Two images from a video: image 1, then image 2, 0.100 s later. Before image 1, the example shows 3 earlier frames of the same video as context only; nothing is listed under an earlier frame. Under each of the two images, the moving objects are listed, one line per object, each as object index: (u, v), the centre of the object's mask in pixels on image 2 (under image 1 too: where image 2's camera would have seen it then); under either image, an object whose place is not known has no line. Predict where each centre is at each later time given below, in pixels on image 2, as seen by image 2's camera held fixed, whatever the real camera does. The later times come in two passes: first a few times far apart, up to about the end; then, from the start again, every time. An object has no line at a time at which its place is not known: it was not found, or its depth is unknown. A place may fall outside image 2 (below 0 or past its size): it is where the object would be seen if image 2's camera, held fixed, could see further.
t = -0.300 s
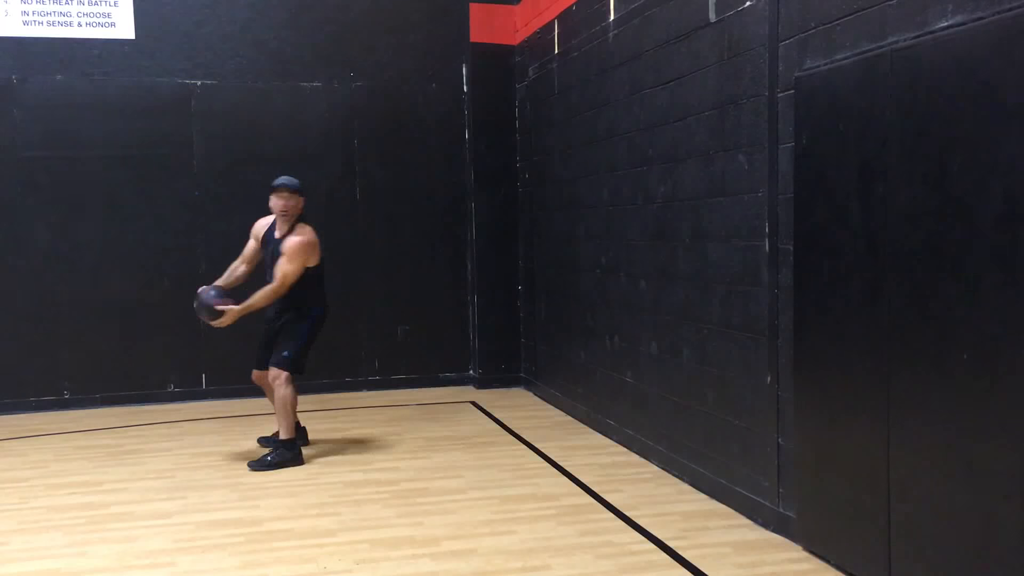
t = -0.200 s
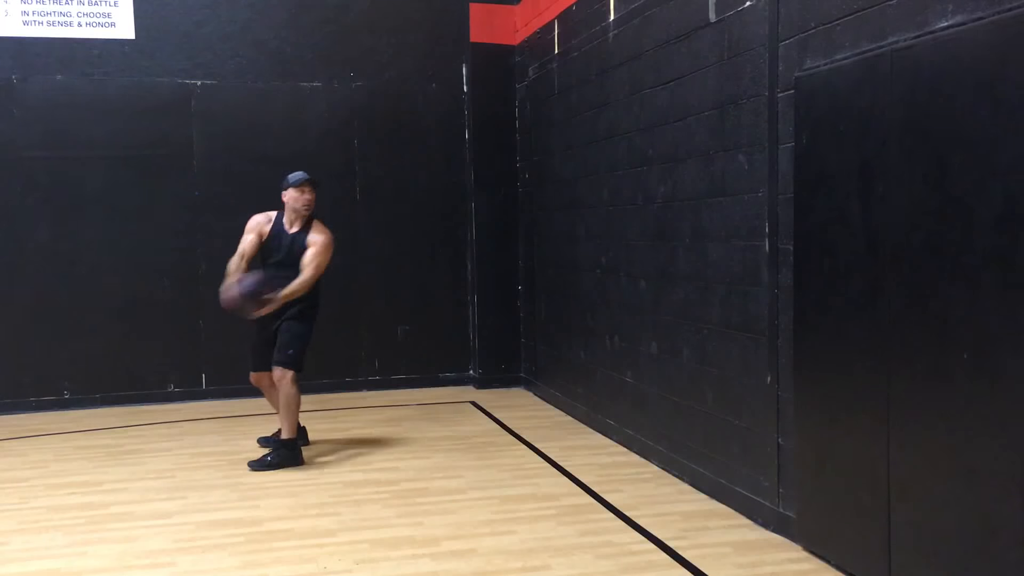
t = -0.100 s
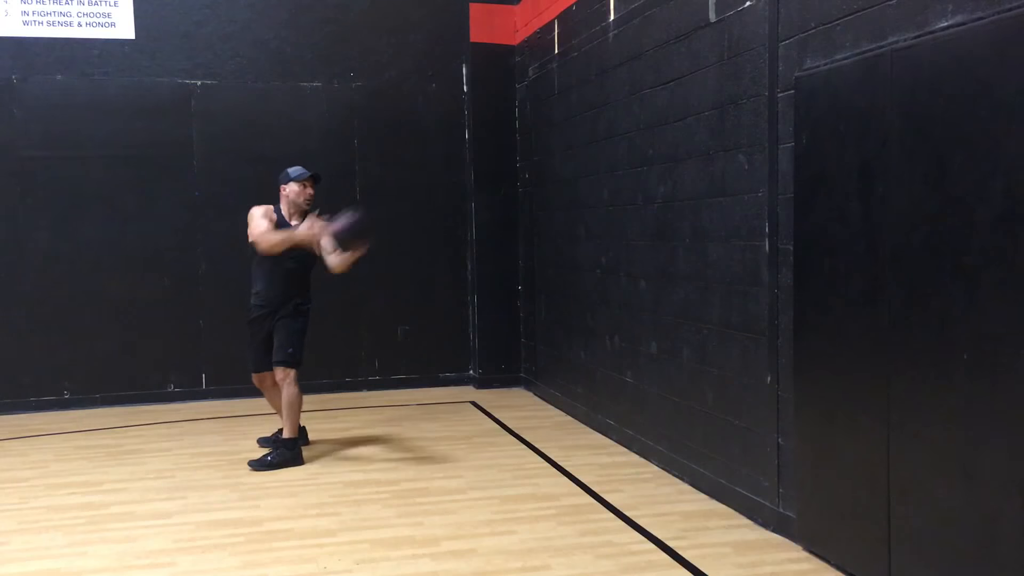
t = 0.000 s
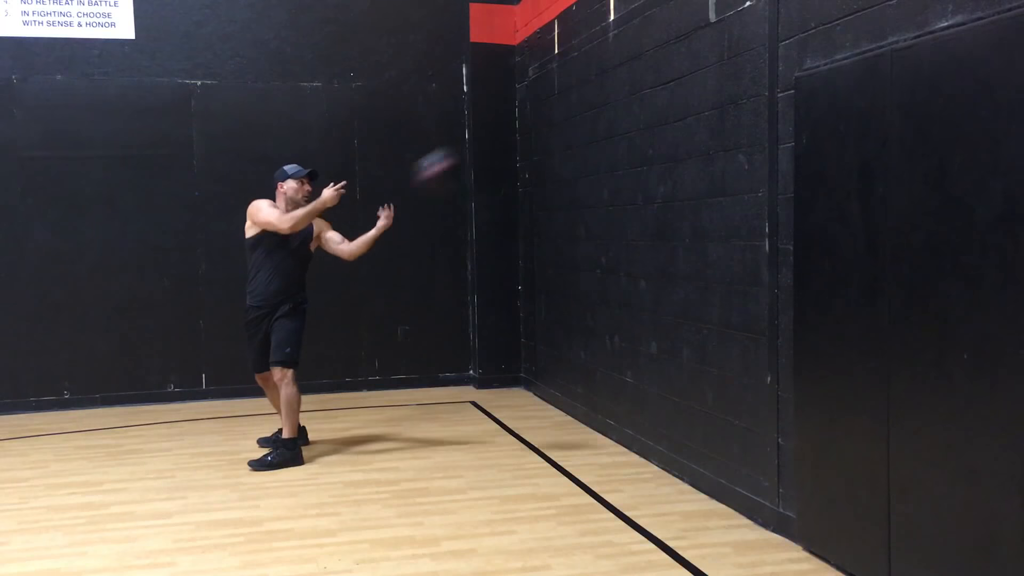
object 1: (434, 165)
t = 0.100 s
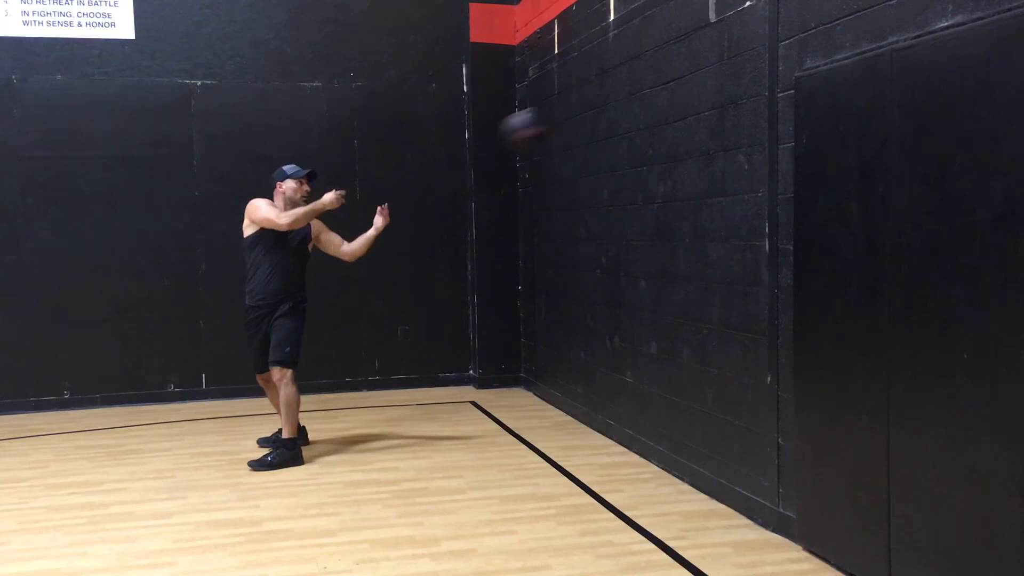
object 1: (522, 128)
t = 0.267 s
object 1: (569, 105)
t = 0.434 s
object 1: (482, 135)
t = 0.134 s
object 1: (551, 118)
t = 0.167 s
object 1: (581, 111)
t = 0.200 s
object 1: (603, 106)
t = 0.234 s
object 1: (587, 104)
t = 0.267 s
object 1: (569, 105)
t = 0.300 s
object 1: (551, 108)
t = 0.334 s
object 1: (536, 111)
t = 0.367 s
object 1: (519, 117)
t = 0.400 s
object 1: (498, 125)
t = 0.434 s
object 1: (482, 135)
